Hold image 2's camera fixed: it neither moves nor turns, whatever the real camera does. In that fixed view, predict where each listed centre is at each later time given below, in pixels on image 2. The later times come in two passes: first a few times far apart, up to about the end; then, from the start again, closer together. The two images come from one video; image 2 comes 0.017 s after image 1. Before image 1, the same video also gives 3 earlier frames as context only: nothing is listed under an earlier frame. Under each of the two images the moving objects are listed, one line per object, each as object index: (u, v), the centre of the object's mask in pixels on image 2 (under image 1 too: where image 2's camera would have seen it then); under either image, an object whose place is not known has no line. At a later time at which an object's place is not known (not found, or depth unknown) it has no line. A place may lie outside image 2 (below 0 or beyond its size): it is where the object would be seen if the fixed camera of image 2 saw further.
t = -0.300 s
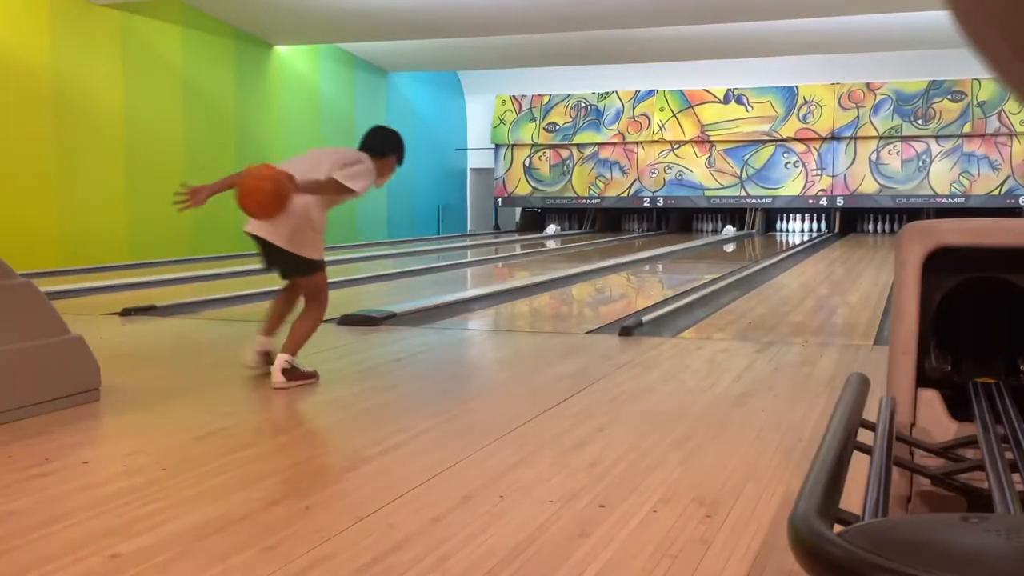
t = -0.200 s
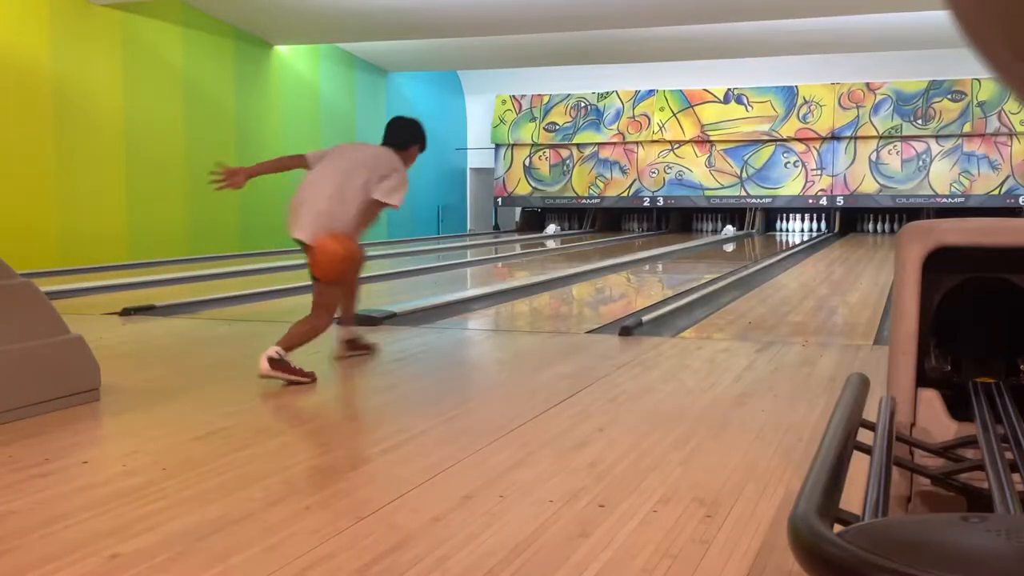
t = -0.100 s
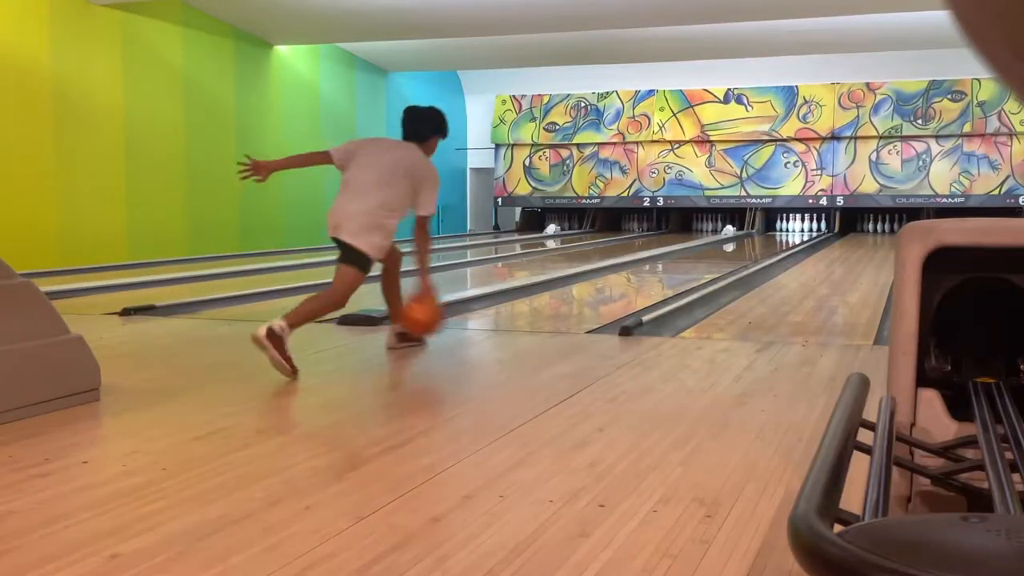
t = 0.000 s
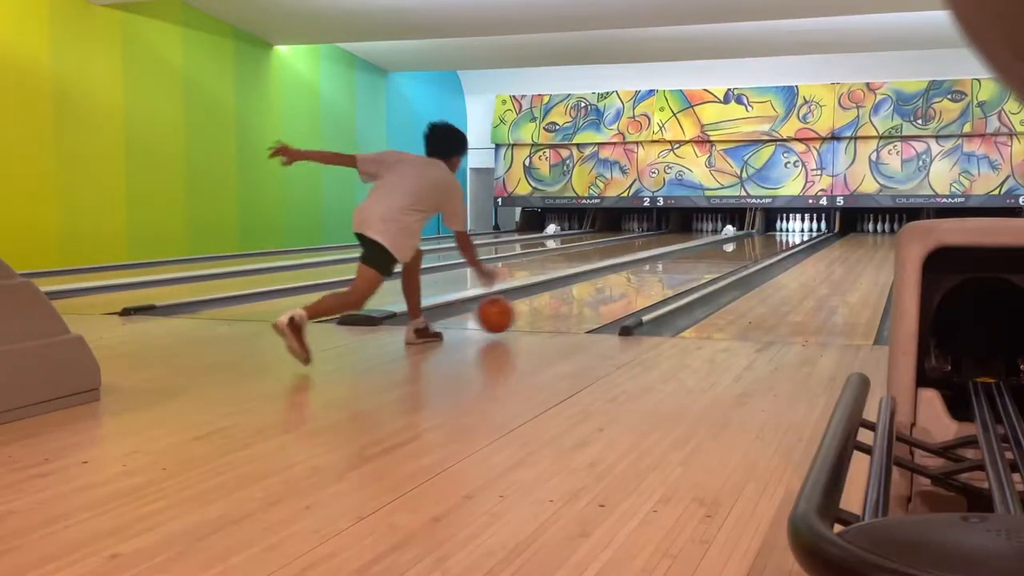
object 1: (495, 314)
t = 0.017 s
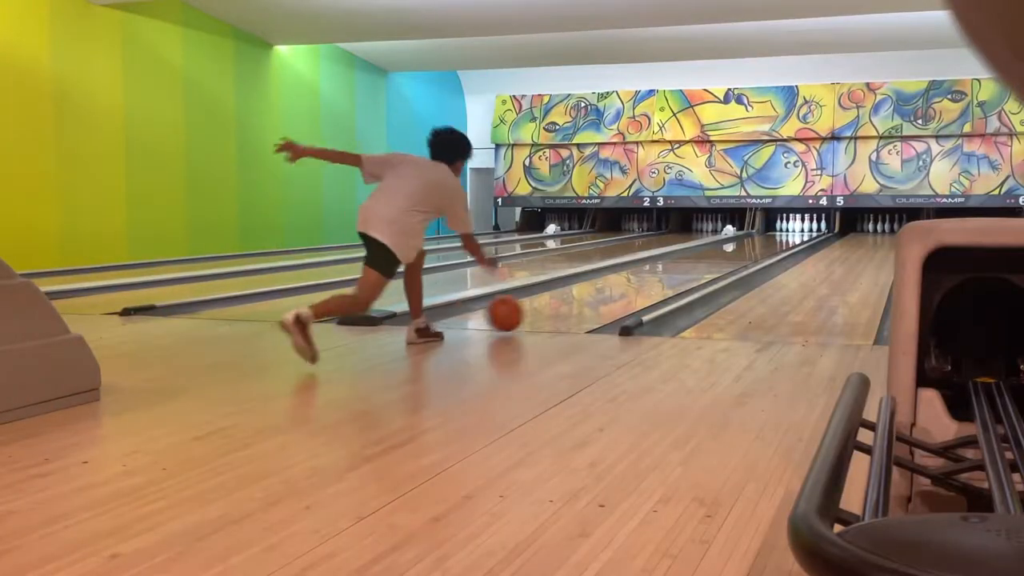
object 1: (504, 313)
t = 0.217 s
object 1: (595, 291)
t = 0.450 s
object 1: (659, 270)
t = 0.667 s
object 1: (697, 259)
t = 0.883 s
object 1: (724, 251)
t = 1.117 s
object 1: (744, 244)
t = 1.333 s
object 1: (759, 239)
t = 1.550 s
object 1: (770, 236)
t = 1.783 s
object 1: (780, 232)
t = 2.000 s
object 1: (787, 230)
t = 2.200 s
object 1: (792, 227)
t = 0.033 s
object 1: (515, 312)
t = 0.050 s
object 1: (523, 311)
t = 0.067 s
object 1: (532, 308)
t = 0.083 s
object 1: (541, 305)
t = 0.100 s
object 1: (548, 304)
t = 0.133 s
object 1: (563, 300)
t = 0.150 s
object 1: (570, 299)
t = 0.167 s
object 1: (578, 296)
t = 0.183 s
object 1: (583, 294)
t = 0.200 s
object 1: (590, 292)
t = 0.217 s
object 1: (595, 291)
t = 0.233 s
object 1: (602, 289)
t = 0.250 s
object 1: (606, 287)
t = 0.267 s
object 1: (612, 285)
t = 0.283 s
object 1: (617, 284)
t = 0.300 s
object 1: (621, 283)
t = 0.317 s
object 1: (627, 281)
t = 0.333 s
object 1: (631, 279)
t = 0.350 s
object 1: (635, 278)
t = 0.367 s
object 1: (639, 277)
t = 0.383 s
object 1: (644, 276)
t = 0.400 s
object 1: (648, 274)
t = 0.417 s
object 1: (652, 273)
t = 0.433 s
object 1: (655, 271)
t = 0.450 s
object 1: (659, 270)
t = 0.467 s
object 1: (662, 269)
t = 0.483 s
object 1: (666, 269)
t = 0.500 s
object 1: (670, 268)
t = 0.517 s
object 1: (672, 267)
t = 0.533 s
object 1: (675, 266)
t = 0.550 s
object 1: (678, 264)
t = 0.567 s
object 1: (681, 264)
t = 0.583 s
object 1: (685, 263)
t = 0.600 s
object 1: (687, 263)
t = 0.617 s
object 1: (690, 262)
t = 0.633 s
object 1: (692, 261)
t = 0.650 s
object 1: (695, 260)
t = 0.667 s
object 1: (697, 259)
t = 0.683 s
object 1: (700, 258)
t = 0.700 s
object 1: (702, 258)
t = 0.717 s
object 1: (704, 257)
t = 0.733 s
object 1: (706, 256)
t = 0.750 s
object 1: (708, 256)
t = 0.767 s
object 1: (711, 255)
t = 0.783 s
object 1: (713, 254)
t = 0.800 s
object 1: (715, 254)
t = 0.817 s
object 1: (716, 253)
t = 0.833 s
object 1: (719, 253)
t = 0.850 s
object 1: (720, 252)
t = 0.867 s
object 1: (722, 252)
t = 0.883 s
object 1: (724, 251)
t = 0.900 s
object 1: (725, 250)
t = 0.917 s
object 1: (728, 249)
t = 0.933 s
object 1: (730, 249)
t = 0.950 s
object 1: (731, 249)
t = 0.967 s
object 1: (733, 248)
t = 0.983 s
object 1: (733, 248)
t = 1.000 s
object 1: (734, 248)
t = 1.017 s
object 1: (736, 247)
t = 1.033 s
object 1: (738, 247)
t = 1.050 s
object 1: (739, 246)
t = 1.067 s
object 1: (741, 245)
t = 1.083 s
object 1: (743, 245)
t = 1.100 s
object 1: (744, 244)
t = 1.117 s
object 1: (744, 244)
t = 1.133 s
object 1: (746, 244)
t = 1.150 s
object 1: (746, 243)
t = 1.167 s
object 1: (747, 243)
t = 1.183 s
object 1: (749, 243)
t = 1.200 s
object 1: (751, 243)
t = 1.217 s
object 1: (752, 242)
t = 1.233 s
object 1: (755, 241)
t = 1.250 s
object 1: (755, 241)
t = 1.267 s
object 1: (755, 241)
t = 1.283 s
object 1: (756, 241)
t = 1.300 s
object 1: (756, 240)
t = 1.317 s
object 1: (757, 240)
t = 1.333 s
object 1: (759, 239)
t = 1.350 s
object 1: (760, 239)
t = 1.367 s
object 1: (761, 239)
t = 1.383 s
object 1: (761, 239)
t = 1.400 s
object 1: (762, 239)
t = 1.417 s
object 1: (764, 238)
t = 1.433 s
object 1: (765, 237)
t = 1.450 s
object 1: (766, 237)
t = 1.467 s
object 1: (767, 237)
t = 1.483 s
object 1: (767, 237)
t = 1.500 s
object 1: (768, 236)
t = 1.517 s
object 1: (768, 236)
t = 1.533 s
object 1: (770, 236)
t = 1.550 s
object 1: (770, 236)
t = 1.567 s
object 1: (771, 235)
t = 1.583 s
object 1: (771, 235)
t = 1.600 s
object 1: (772, 235)
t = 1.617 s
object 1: (773, 234)
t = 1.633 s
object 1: (774, 234)
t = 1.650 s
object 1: (775, 234)
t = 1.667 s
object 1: (775, 234)
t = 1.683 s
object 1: (775, 233)
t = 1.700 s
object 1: (776, 233)
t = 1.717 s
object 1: (777, 233)
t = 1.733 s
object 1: (778, 232)
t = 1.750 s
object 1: (779, 232)
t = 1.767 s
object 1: (779, 232)
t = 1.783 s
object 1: (780, 232)
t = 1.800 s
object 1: (781, 232)
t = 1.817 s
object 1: (781, 232)
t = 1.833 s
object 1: (782, 232)
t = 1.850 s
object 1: (782, 232)
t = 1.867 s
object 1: (783, 231)
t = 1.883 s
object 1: (784, 231)
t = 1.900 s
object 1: (785, 230)
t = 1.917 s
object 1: (785, 230)
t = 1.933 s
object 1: (785, 230)
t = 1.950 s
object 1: (786, 230)
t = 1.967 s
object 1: (786, 230)
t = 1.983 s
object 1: (786, 230)
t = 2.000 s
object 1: (787, 230)
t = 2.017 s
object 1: (788, 230)
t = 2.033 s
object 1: (788, 230)
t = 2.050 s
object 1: (788, 229)
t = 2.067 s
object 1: (788, 229)
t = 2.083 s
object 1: (789, 229)
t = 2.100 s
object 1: (789, 229)
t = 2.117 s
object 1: (790, 229)
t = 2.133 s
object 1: (790, 229)
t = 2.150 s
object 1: (790, 228)
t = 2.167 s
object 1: (790, 228)
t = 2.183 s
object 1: (791, 228)
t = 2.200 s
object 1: (792, 227)
